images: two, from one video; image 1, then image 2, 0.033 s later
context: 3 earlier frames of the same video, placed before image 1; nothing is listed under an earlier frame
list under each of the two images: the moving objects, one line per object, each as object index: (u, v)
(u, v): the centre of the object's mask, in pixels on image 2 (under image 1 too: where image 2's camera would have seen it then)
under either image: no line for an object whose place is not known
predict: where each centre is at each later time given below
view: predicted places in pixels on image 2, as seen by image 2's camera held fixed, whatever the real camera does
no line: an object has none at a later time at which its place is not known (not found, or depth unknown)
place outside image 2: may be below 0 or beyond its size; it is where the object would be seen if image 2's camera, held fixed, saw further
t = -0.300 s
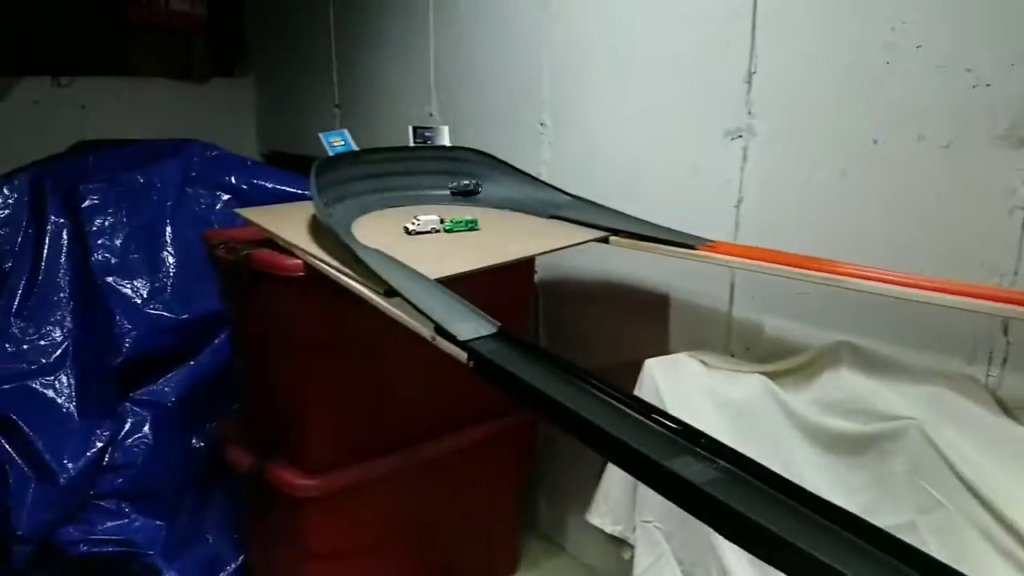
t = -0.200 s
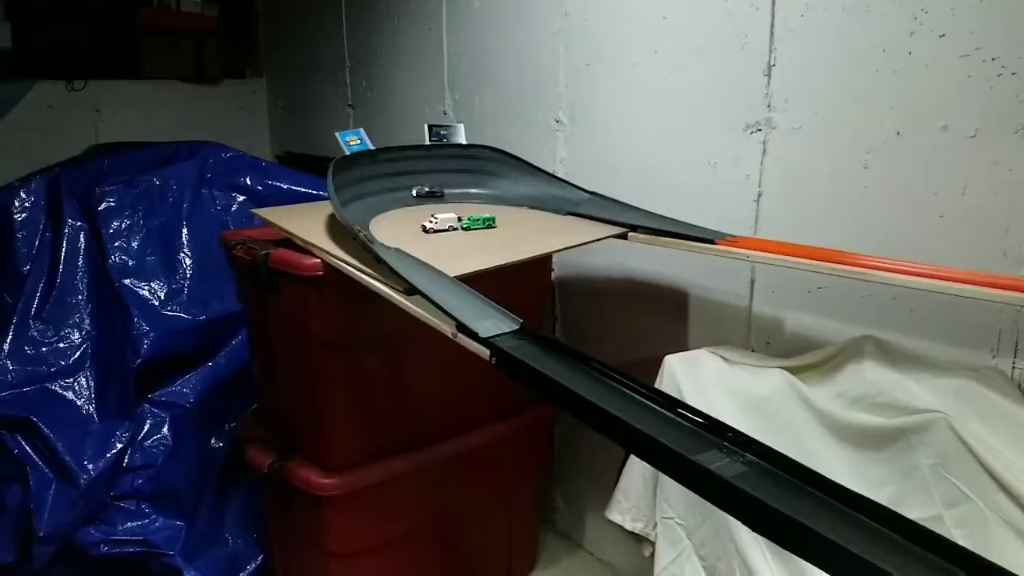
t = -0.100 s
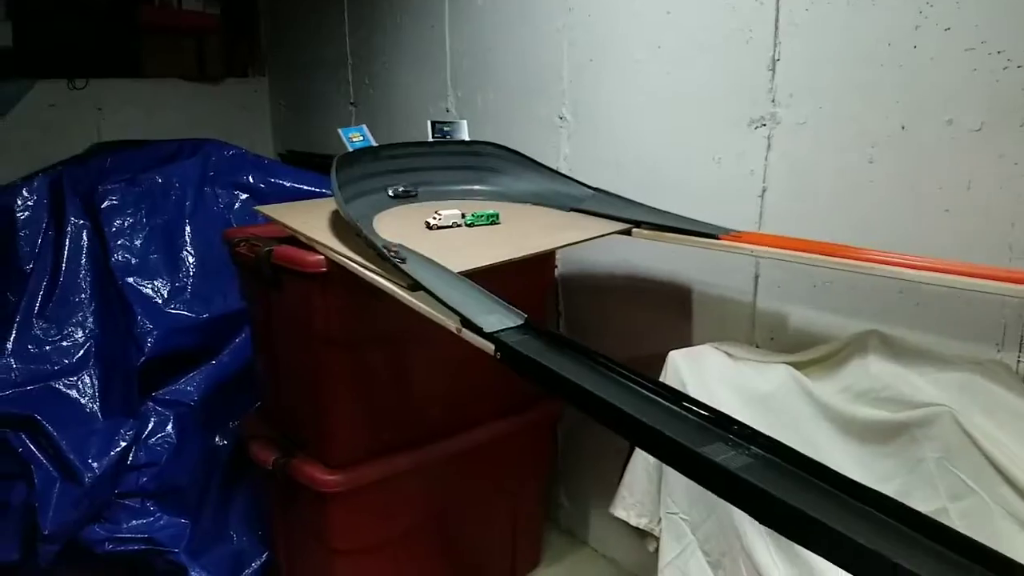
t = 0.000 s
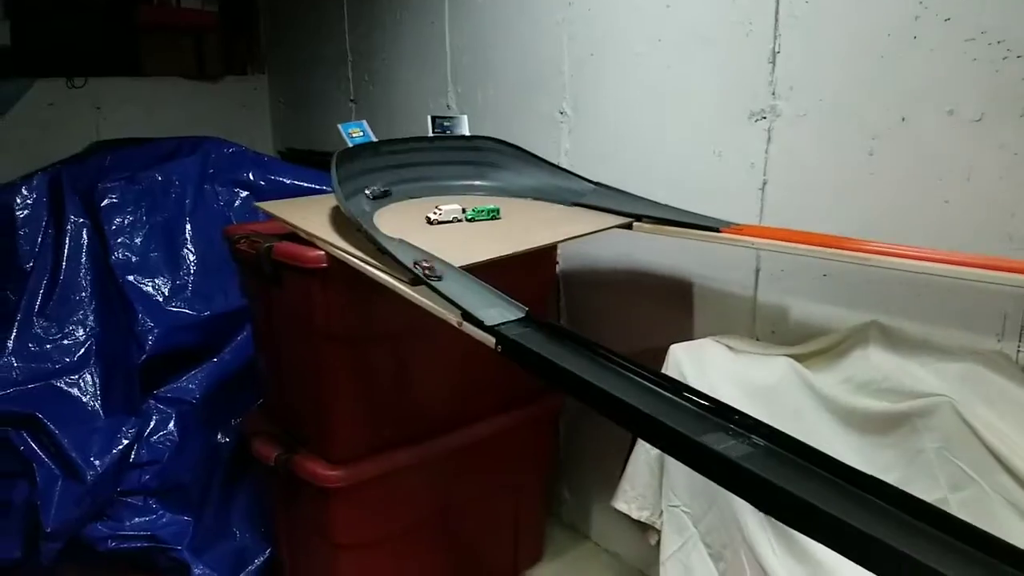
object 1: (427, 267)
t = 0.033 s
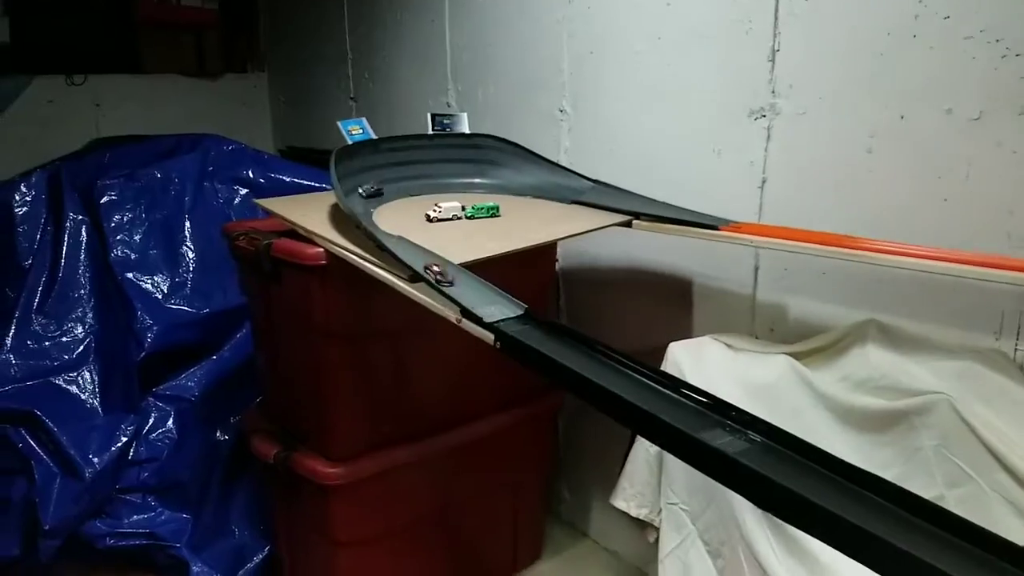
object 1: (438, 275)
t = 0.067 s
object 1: (451, 284)
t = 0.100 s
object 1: (464, 294)
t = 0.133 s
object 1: (478, 304)
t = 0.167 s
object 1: (490, 312)
